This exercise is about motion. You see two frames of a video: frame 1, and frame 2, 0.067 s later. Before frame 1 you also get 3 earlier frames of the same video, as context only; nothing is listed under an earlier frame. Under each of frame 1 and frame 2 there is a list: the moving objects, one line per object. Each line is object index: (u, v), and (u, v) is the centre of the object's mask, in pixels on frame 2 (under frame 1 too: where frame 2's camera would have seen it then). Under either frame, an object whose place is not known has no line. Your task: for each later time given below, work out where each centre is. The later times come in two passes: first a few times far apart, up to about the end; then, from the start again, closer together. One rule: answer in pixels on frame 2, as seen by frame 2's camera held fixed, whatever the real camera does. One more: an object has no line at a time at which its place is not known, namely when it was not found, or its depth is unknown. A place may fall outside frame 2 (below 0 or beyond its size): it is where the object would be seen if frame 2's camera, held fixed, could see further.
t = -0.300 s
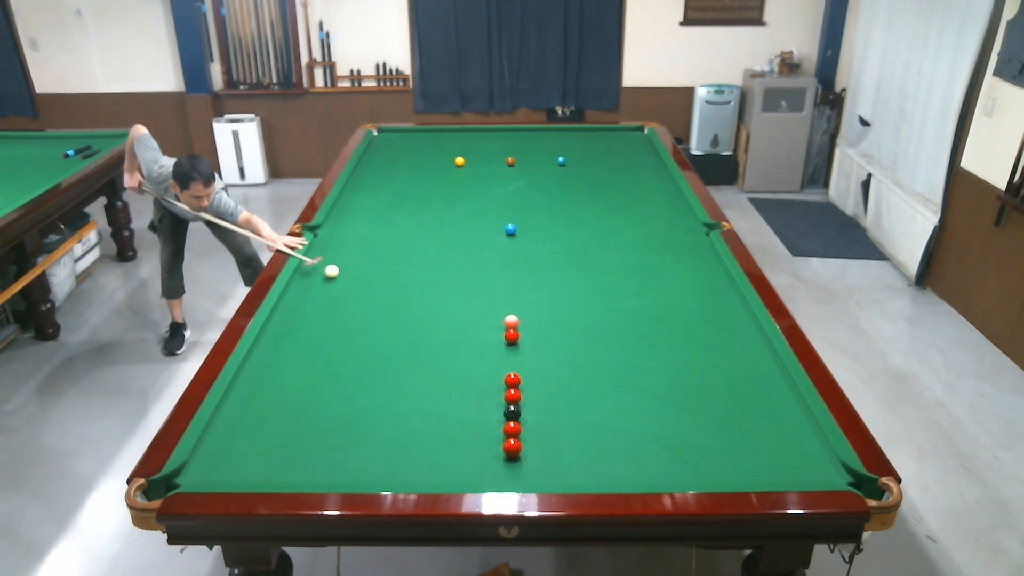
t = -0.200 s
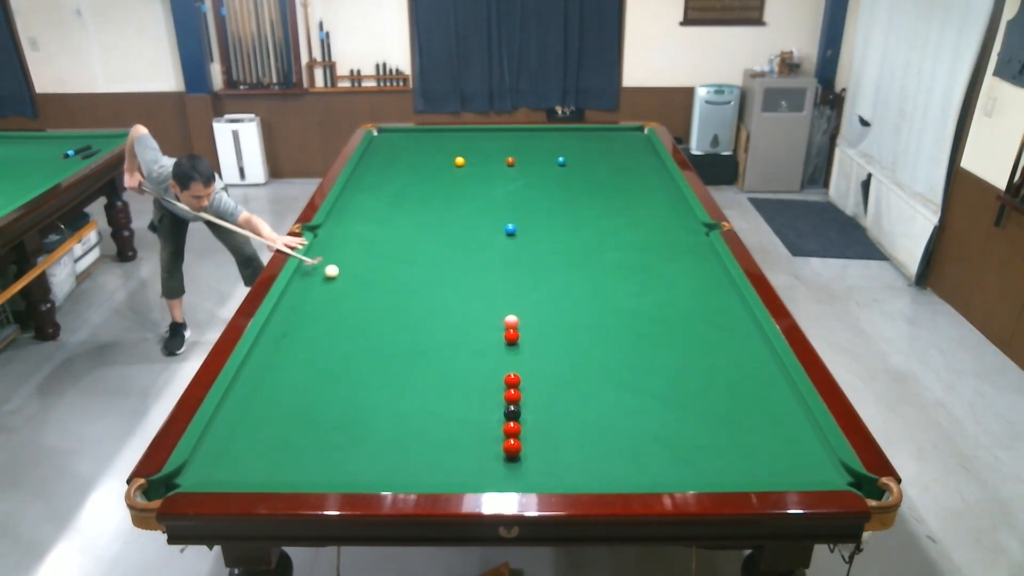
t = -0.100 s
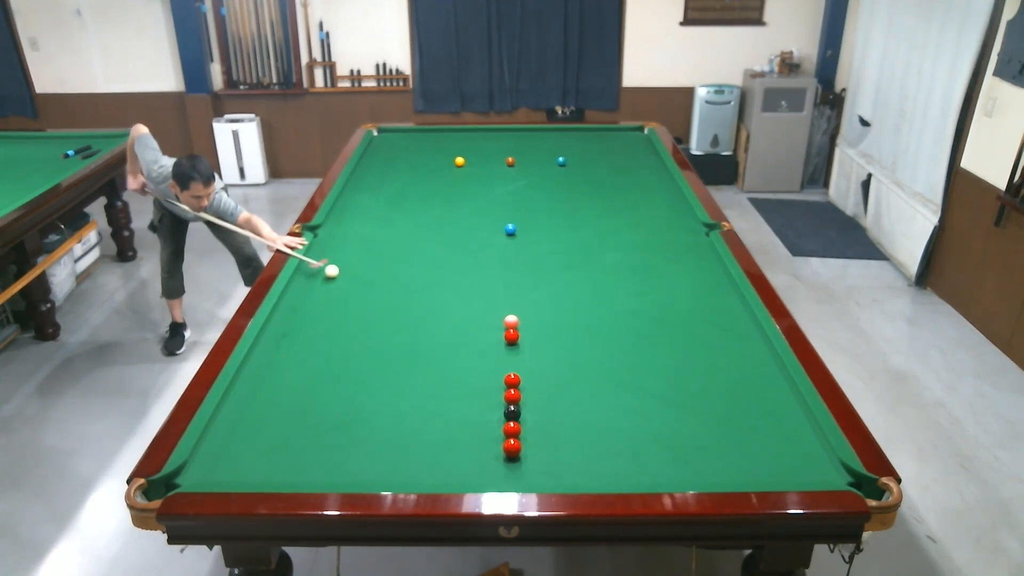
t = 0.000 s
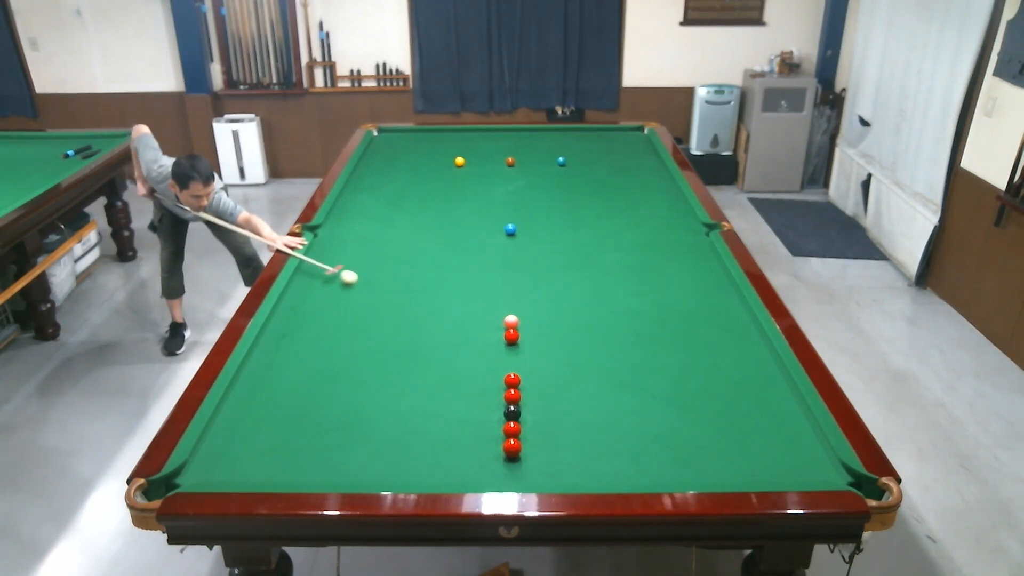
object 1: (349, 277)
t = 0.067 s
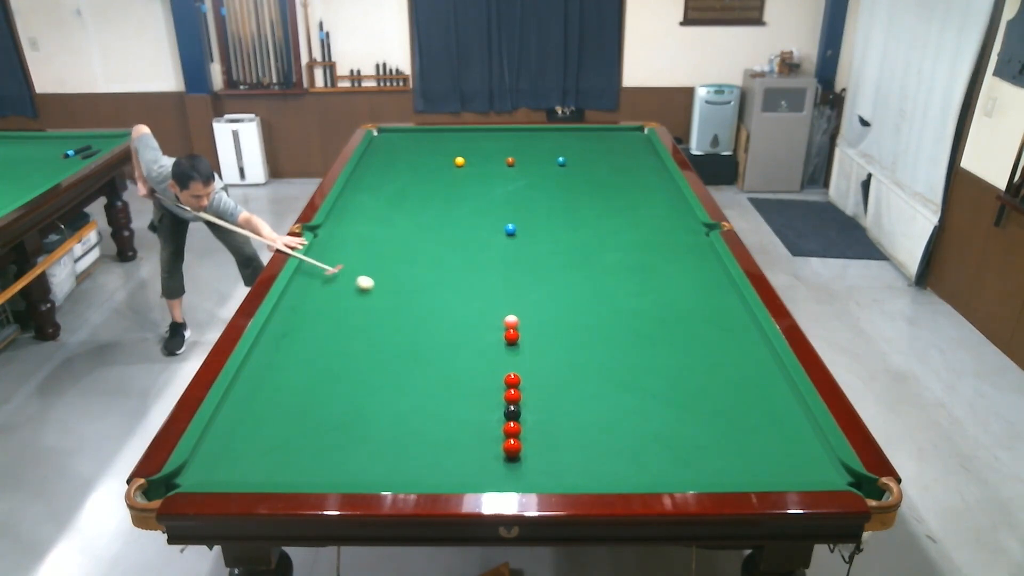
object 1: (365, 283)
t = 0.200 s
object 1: (398, 294)
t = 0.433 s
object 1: (460, 316)
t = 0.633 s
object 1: (503, 331)
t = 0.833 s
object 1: (520, 333)
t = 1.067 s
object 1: (539, 336)
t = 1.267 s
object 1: (555, 338)
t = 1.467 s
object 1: (570, 340)
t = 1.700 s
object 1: (587, 343)
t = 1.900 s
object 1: (601, 345)
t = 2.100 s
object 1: (614, 347)
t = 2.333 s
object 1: (627, 349)
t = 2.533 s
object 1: (638, 350)
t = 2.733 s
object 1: (648, 352)
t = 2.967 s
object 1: (659, 353)
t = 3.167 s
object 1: (666, 354)
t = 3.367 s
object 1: (673, 355)
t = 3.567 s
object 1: (679, 356)
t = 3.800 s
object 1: (685, 357)
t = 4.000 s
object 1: (689, 358)
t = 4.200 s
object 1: (692, 359)
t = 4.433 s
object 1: (694, 356)
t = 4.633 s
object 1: (696, 359)
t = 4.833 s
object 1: (696, 359)
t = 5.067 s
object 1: (696, 359)
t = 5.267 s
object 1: (696, 359)
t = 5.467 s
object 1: (696, 359)
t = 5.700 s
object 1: (696, 359)
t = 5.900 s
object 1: (696, 359)
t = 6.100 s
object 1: (696, 359)
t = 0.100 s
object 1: (373, 286)
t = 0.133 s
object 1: (381, 288)
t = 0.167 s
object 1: (389, 291)
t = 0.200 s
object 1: (398, 294)
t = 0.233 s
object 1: (407, 297)
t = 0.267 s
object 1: (415, 301)
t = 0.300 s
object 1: (424, 304)
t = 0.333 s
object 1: (433, 307)
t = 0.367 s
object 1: (442, 310)
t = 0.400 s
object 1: (451, 313)
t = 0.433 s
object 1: (460, 316)
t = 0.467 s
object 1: (470, 320)
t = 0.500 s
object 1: (480, 323)
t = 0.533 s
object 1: (489, 327)
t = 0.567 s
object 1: (498, 330)
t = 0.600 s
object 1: (501, 331)
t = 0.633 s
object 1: (503, 331)
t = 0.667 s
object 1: (505, 331)
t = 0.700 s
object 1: (508, 331)
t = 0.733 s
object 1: (511, 332)
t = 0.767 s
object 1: (514, 332)
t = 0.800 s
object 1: (517, 332)
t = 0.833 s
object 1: (520, 333)
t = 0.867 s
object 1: (523, 333)
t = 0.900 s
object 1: (525, 334)
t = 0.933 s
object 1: (528, 334)
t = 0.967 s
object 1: (531, 334)
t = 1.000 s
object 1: (534, 335)
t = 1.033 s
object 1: (536, 335)
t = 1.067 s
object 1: (539, 336)
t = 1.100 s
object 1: (542, 336)
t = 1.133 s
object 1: (545, 336)
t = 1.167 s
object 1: (547, 337)
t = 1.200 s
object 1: (550, 337)
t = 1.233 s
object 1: (552, 338)
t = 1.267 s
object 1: (555, 338)
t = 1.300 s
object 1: (558, 338)
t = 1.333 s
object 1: (560, 339)
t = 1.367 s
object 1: (563, 339)
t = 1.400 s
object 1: (566, 340)
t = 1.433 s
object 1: (568, 340)
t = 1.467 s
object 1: (570, 340)
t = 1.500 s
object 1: (573, 341)
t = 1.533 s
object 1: (575, 341)
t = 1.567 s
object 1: (578, 342)
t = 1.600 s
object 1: (580, 342)
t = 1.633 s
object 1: (582, 342)
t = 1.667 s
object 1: (585, 343)
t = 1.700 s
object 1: (587, 343)
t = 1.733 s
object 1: (590, 343)
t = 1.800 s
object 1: (594, 344)
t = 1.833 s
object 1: (596, 345)
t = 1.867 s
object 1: (599, 345)
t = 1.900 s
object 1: (601, 345)
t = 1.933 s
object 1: (603, 345)
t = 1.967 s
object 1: (605, 346)
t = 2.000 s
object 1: (607, 346)
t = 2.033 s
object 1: (609, 346)
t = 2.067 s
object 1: (612, 347)
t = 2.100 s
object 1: (614, 347)
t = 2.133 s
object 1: (616, 347)
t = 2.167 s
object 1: (618, 347)
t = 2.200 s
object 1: (620, 348)
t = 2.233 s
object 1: (622, 348)
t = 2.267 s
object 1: (624, 348)
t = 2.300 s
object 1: (626, 349)
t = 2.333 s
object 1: (627, 349)
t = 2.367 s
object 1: (629, 349)
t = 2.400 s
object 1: (631, 350)
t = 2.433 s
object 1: (633, 350)
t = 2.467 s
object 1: (635, 350)
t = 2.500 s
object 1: (637, 350)
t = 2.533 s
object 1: (638, 350)
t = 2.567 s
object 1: (640, 351)
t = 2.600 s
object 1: (642, 351)
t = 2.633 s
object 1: (643, 351)
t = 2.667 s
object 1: (645, 351)
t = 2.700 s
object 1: (647, 351)
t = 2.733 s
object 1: (648, 352)
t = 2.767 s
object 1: (650, 352)
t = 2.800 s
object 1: (651, 352)
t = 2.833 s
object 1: (653, 352)
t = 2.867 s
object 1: (654, 353)
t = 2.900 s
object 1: (656, 353)
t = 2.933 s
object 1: (657, 353)
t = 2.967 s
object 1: (659, 353)
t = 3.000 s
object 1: (660, 353)
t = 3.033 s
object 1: (661, 354)
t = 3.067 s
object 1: (663, 354)
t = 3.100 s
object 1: (664, 354)
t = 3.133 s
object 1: (665, 354)
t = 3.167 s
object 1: (666, 354)
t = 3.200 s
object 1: (668, 355)
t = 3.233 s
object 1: (669, 355)
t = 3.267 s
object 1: (670, 355)
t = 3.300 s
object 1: (671, 355)
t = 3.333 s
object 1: (672, 355)
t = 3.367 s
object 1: (673, 355)
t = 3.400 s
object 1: (674, 356)
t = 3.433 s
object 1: (675, 356)
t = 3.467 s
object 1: (676, 356)
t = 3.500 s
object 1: (677, 356)
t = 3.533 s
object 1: (678, 356)
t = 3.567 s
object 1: (679, 356)
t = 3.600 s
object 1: (680, 356)
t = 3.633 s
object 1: (681, 356)
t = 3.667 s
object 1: (682, 357)
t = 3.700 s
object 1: (683, 357)
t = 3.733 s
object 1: (684, 357)
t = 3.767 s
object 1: (684, 357)
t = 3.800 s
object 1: (685, 357)
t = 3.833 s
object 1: (686, 357)
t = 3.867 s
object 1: (686, 358)
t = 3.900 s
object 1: (687, 358)
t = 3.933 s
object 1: (688, 358)
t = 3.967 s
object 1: (688, 358)
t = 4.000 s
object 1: (689, 358)
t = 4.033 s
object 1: (690, 358)
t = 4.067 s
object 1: (690, 358)
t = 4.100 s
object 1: (691, 358)
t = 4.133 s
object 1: (691, 358)
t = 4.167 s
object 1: (691, 359)
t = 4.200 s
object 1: (692, 359)
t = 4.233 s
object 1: (692, 359)
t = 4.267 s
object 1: (693, 358)
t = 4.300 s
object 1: (693, 359)
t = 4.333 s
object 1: (693, 359)
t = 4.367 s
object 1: (694, 359)
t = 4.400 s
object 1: (694, 359)
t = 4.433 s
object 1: (694, 356)
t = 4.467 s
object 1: (694, 358)
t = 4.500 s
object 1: (695, 359)
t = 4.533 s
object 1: (695, 359)
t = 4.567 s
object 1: (695, 359)
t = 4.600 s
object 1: (696, 359)
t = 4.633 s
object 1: (696, 359)
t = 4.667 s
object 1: (696, 359)
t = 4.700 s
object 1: (696, 359)
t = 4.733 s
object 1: (696, 359)
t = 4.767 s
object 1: (696, 359)
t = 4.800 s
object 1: (696, 359)
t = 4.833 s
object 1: (696, 359)
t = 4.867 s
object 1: (696, 359)
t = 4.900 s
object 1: (696, 359)
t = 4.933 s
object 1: (696, 359)
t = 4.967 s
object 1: (696, 359)
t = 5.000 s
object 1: (696, 359)
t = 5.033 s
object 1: (696, 359)
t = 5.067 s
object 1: (696, 359)
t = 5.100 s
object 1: (696, 359)
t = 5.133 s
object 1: (696, 359)
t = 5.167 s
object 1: (696, 359)
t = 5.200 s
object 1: (696, 359)
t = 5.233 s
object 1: (696, 359)
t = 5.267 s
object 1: (696, 359)
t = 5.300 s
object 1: (696, 359)
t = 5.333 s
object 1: (696, 359)
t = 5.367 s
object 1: (696, 359)
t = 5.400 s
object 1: (696, 359)
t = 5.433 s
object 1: (696, 359)
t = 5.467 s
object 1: (696, 359)
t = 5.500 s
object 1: (696, 359)
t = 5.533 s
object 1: (696, 359)
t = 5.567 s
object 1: (696, 359)
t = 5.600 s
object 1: (696, 359)
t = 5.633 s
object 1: (696, 359)
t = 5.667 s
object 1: (696, 359)
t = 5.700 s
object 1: (696, 359)
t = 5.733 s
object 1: (696, 359)
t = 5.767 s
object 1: (696, 359)
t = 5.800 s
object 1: (696, 359)
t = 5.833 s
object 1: (696, 359)
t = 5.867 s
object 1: (696, 359)
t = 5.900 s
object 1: (696, 359)
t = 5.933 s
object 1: (696, 359)
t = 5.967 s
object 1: (696, 359)
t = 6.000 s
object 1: (696, 359)
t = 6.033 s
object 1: (696, 359)
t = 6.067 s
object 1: (696, 359)
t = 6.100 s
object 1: (696, 359)
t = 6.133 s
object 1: (696, 359)
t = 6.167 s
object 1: (696, 359)
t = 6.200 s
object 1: (696, 359)
